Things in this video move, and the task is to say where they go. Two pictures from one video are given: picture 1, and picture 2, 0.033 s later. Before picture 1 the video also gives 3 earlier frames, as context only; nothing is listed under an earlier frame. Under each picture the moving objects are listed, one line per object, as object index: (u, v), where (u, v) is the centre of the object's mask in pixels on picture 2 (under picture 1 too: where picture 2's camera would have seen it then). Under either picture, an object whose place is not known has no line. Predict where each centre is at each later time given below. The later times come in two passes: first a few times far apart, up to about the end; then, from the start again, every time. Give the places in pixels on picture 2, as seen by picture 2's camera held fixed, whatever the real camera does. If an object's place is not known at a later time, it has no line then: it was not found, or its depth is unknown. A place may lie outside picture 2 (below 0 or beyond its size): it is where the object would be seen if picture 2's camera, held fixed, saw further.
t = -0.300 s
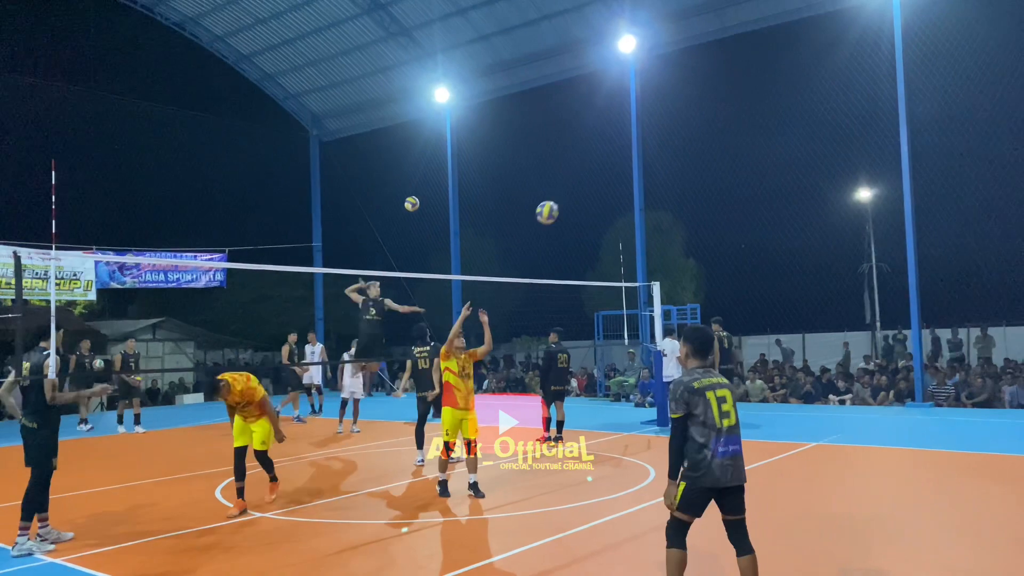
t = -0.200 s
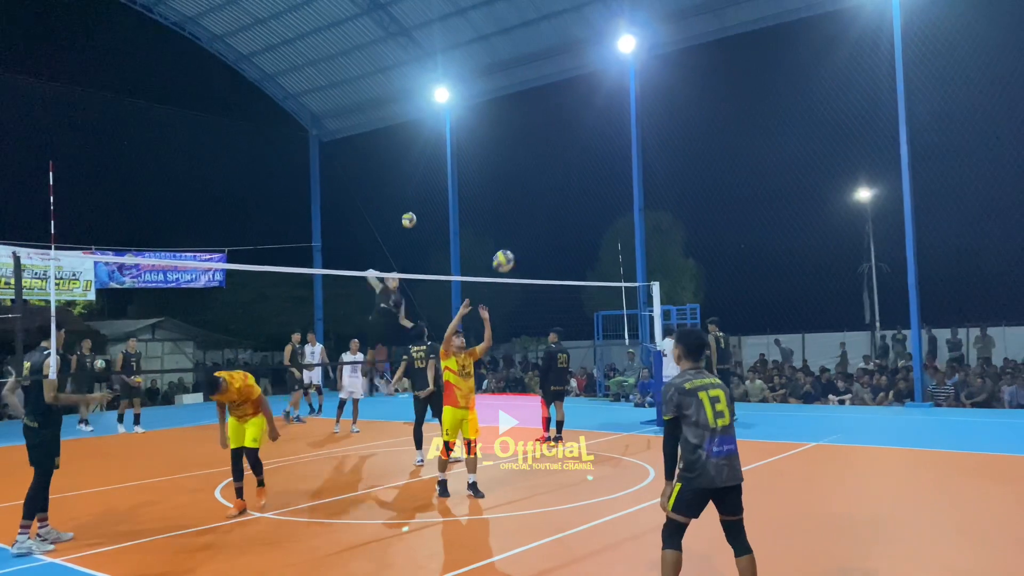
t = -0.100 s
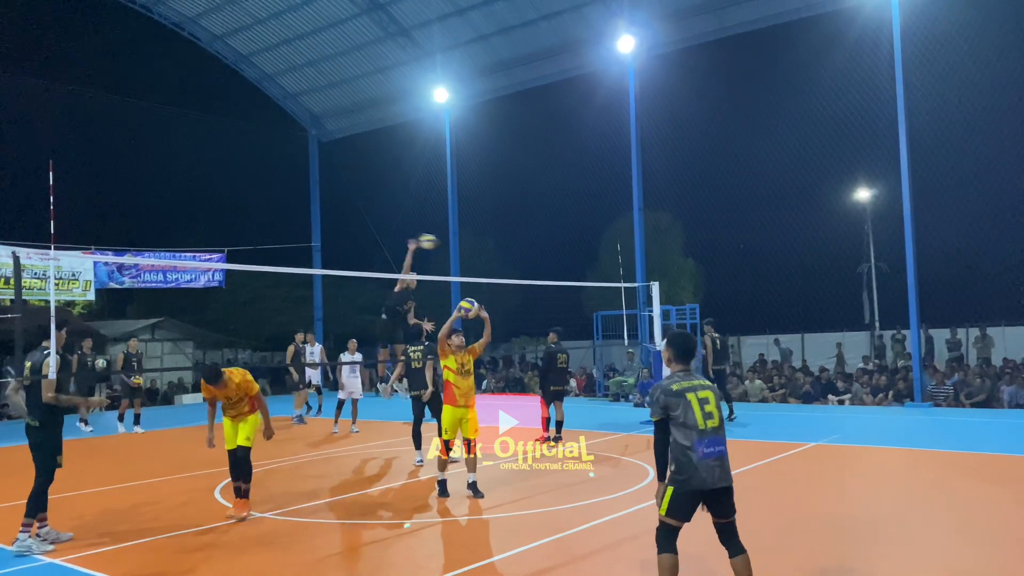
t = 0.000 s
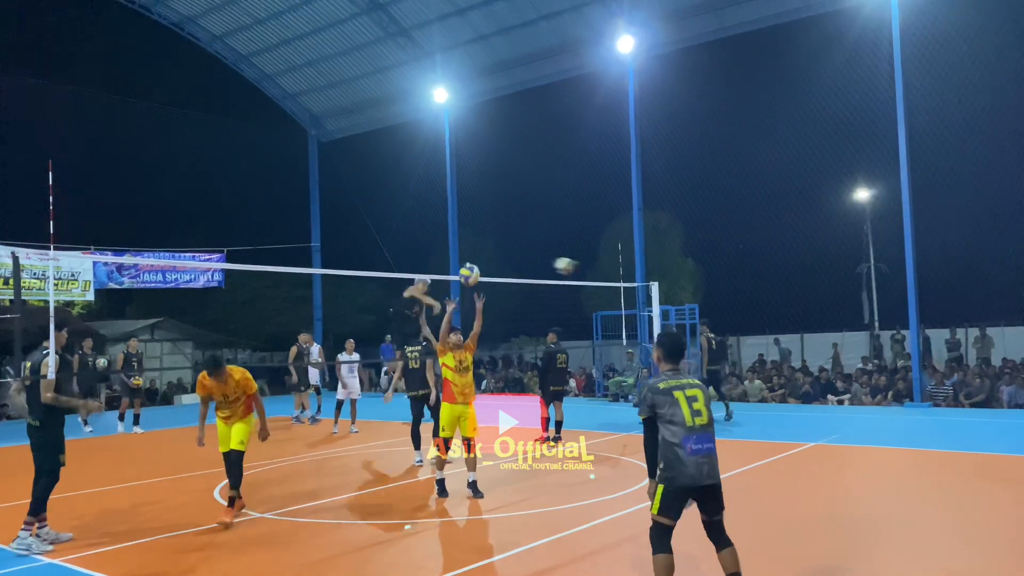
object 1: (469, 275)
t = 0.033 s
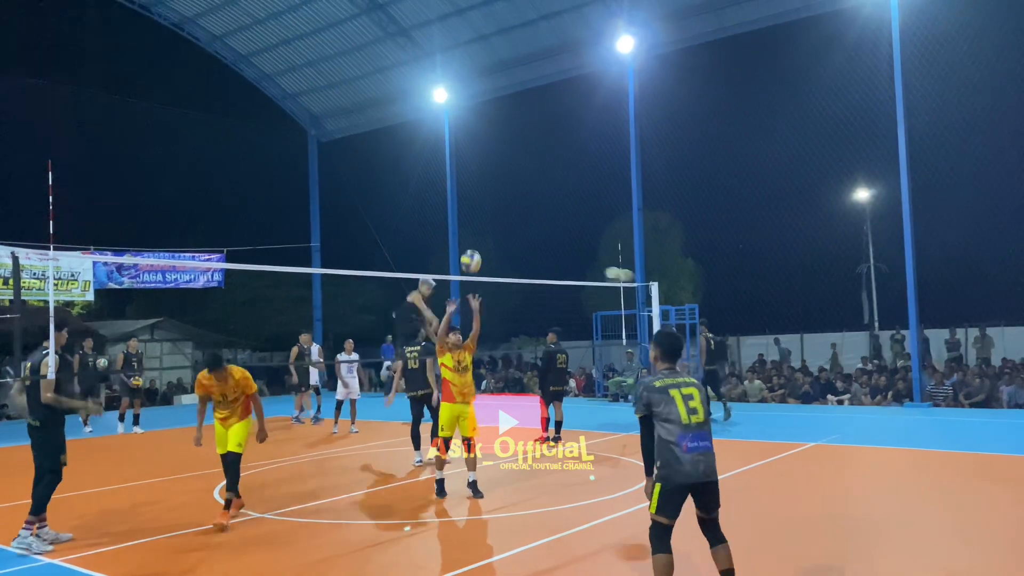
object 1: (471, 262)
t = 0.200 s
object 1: (480, 210)
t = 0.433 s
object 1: (498, 179)
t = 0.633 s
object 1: (517, 202)
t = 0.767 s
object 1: (533, 250)
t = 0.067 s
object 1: (472, 249)
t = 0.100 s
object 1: (474, 239)
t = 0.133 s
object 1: (476, 228)
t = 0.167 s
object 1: (478, 218)
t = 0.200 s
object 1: (480, 210)
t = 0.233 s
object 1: (482, 202)
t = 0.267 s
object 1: (485, 196)
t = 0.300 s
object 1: (487, 190)
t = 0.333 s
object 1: (489, 186)
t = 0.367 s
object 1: (492, 182)
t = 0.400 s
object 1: (494, 181)
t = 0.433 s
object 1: (498, 179)
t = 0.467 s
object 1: (501, 180)
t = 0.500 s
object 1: (504, 182)
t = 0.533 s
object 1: (507, 184)
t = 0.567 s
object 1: (510, 189)
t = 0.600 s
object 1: (514, 195)
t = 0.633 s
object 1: (517, 202)
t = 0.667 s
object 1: (521, 212)
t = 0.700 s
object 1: (525, 222)
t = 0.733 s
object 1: (529, 235)
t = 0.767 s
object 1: (533, 250)
